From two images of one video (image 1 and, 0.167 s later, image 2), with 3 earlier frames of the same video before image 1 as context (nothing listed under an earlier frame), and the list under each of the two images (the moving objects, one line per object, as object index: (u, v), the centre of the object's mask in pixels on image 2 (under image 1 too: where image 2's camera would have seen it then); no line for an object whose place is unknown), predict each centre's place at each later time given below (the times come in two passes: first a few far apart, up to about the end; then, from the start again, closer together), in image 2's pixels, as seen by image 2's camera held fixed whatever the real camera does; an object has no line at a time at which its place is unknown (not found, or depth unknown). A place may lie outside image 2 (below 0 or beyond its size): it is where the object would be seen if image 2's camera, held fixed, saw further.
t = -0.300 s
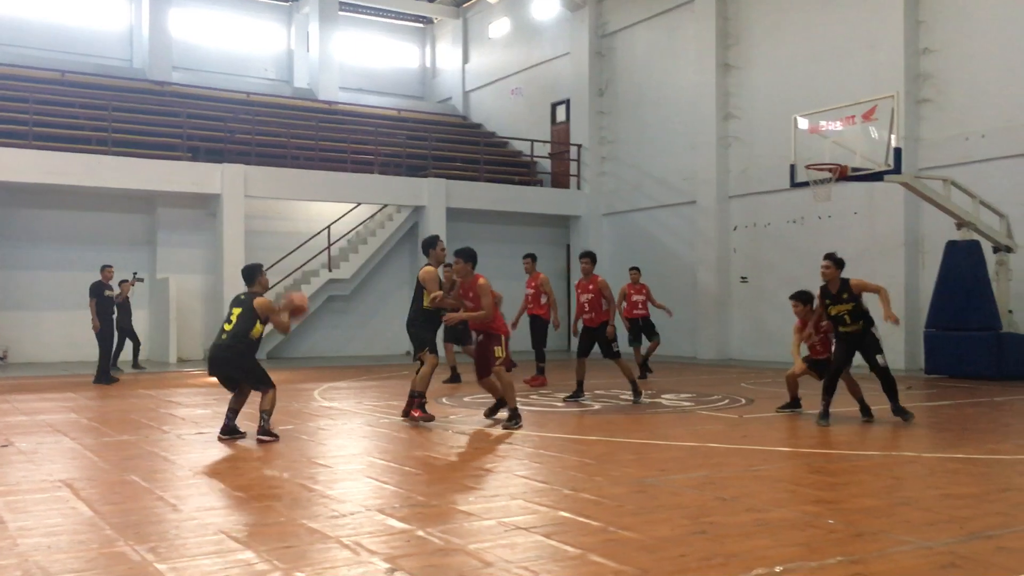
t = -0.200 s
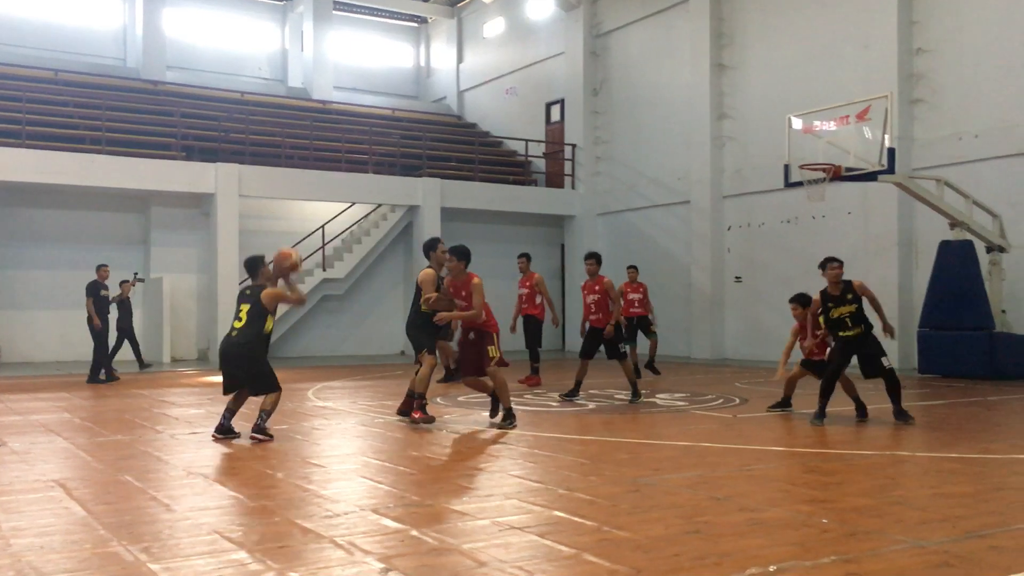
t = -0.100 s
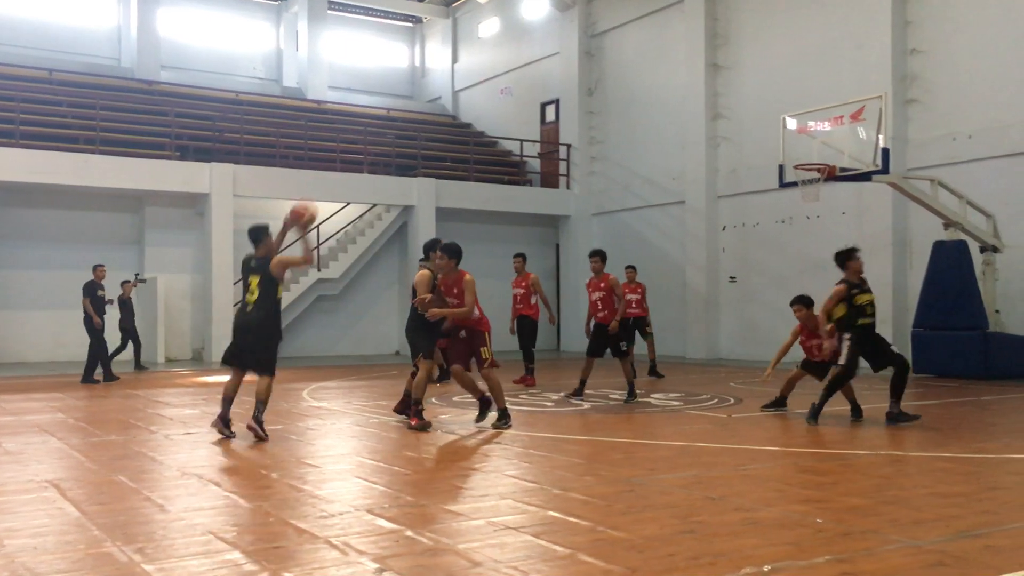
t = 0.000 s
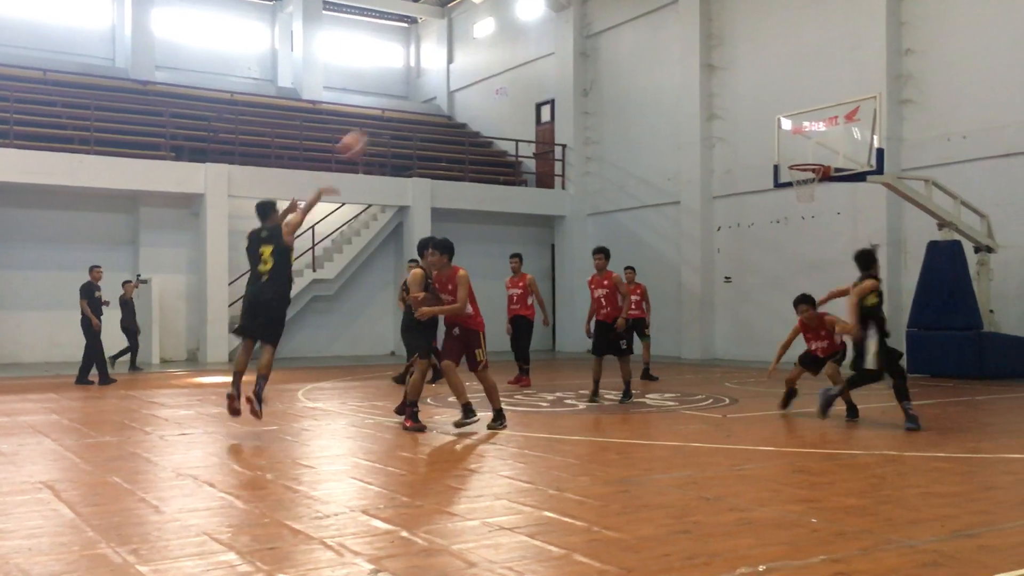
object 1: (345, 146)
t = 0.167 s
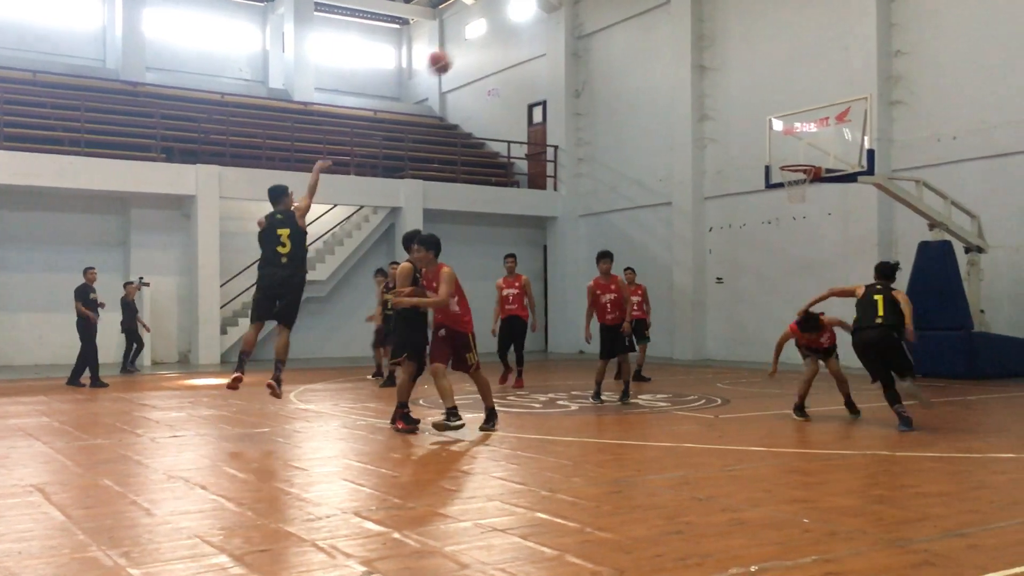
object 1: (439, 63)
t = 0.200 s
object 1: (457, 50)
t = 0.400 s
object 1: (549, 4)
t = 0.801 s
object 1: (700, 12)
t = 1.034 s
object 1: (772, 72)
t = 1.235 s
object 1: (827, 147)
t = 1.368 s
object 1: (836, 203)
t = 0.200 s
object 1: (457, 50)
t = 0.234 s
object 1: (473, 40)
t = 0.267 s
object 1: (490, 29)
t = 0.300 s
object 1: (503, 21)
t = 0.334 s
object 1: (520, 14)
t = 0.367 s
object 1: (538, 7)
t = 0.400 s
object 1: (549, 4)
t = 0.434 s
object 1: (564, 1)
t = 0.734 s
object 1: (677, 2)
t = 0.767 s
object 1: (689, 7)
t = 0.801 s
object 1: (700, 12)
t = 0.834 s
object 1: (711, 19)
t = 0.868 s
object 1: (722, 26)
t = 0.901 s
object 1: (732, 34)
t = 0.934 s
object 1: (742, 43)
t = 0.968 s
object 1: (752, 52)
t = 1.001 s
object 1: (762, 62)
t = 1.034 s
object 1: (772, 72)
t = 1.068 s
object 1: (782, 83)
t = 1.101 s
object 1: (791, 95)
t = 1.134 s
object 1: (800, 107)
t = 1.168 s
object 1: (809, 119)
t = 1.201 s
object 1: (819, 134)
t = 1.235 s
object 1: (827, 147)
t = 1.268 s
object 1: (835, 161)
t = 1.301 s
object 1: (843, 177)
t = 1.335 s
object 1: (840, 190)
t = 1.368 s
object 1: (836, 203)
